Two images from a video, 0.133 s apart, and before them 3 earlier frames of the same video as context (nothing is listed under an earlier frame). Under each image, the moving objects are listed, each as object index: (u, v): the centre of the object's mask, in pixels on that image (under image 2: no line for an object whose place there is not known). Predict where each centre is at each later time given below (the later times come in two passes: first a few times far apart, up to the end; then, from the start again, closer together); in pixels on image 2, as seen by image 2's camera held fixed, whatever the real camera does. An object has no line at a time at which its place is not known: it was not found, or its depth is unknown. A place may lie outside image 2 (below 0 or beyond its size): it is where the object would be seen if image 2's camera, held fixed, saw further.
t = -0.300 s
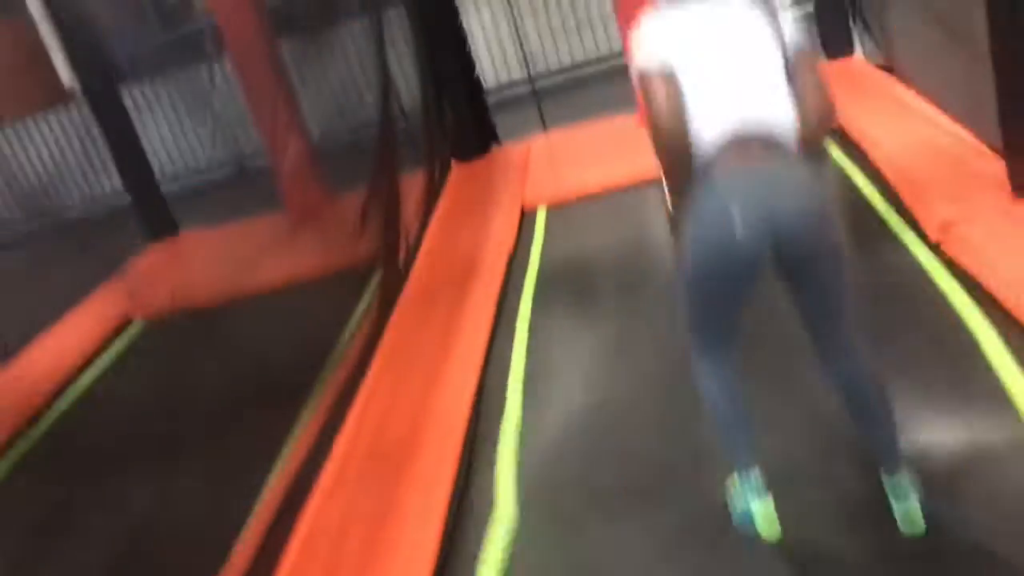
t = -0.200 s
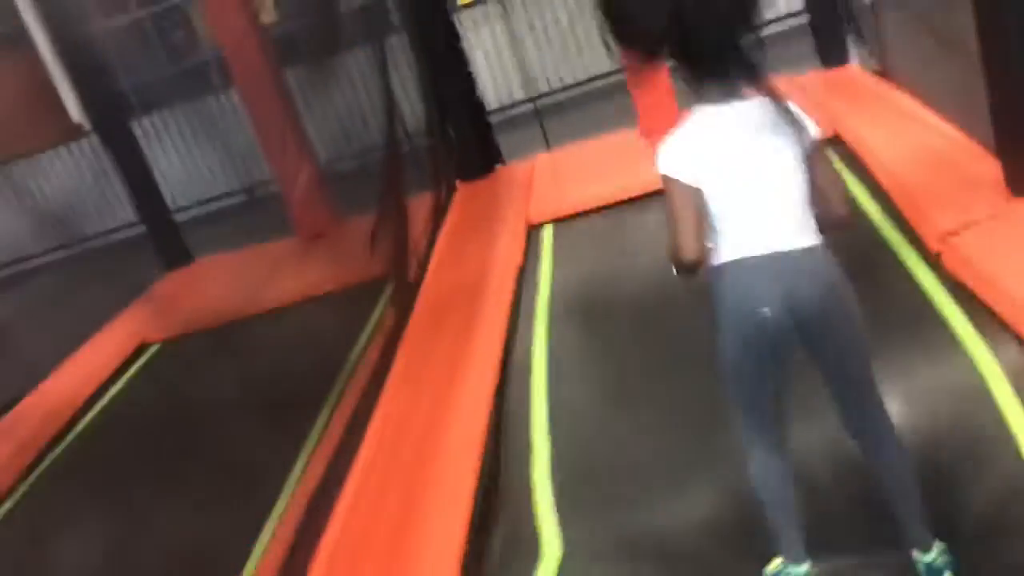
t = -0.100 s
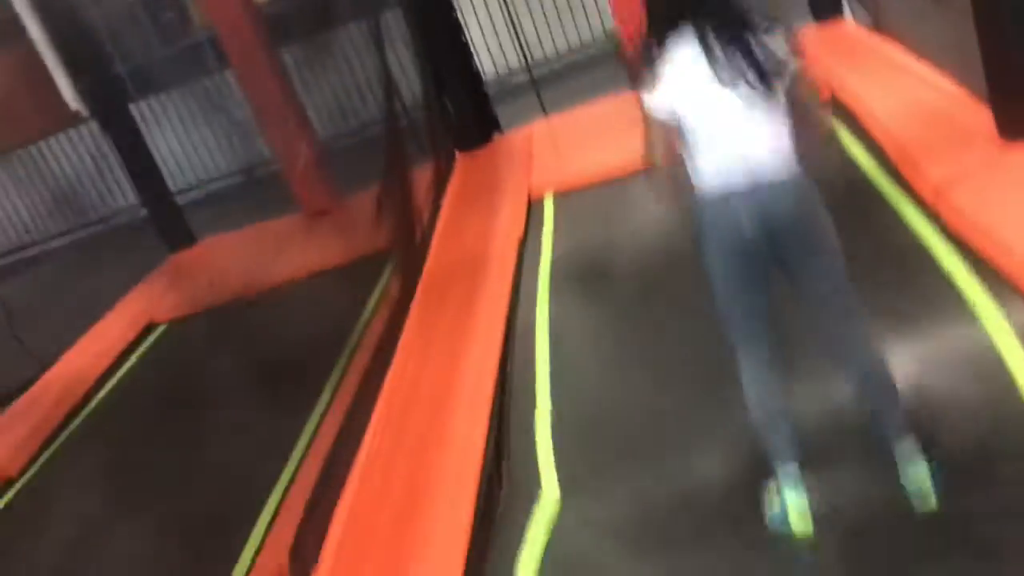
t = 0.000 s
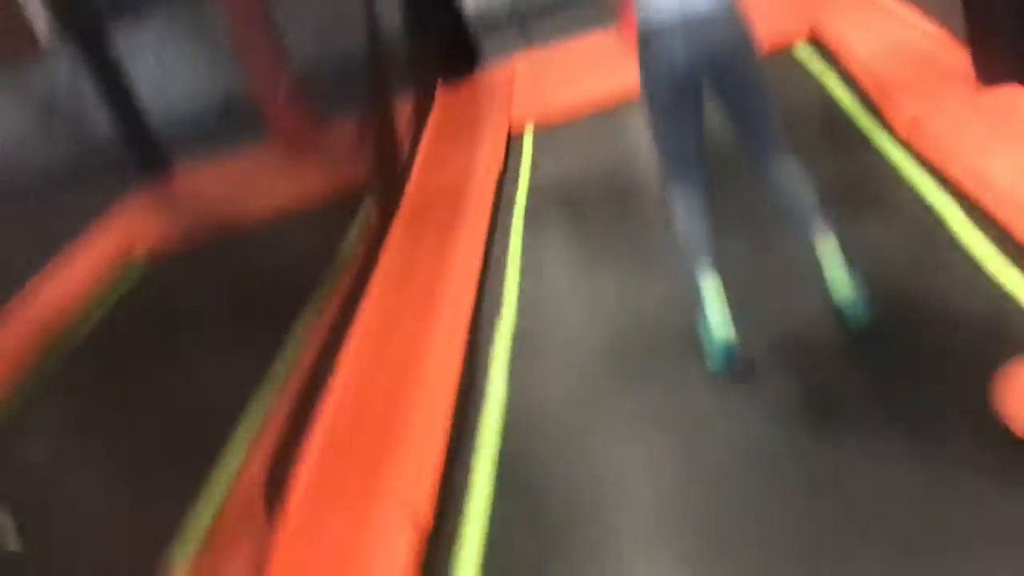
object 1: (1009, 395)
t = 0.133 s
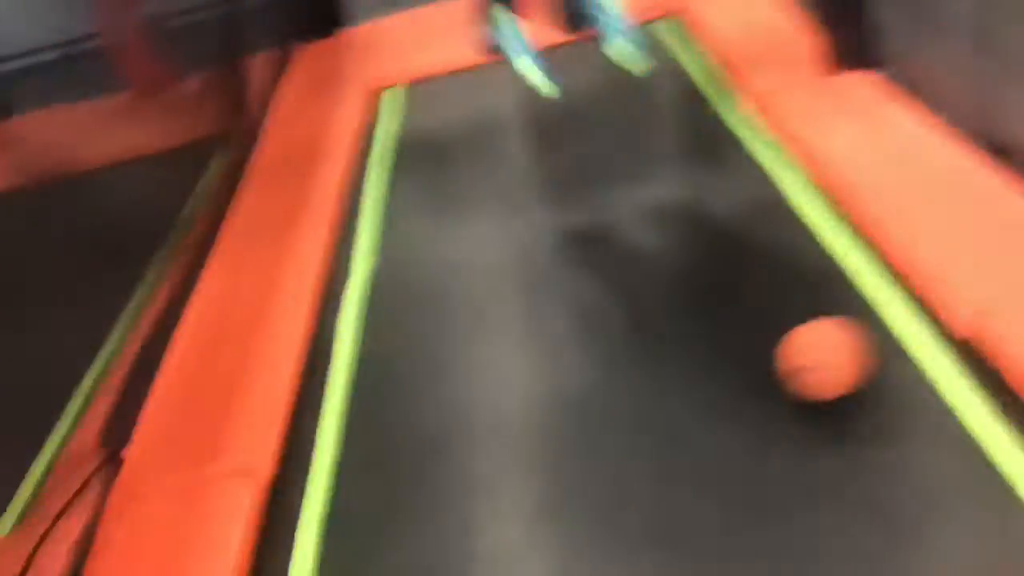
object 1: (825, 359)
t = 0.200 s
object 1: (802, 374)
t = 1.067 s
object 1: (583, 342)
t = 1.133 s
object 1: (569, 341)
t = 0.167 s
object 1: (815, 366)
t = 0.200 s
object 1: (802, 374)
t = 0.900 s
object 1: (620, 351)
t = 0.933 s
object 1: (612, 347)
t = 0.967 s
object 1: (605, 347)
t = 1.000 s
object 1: (598, 349)
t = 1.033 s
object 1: (590, 347)
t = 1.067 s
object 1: (583, 342)
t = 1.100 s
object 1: (576, 340)
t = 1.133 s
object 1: (569, 341)
